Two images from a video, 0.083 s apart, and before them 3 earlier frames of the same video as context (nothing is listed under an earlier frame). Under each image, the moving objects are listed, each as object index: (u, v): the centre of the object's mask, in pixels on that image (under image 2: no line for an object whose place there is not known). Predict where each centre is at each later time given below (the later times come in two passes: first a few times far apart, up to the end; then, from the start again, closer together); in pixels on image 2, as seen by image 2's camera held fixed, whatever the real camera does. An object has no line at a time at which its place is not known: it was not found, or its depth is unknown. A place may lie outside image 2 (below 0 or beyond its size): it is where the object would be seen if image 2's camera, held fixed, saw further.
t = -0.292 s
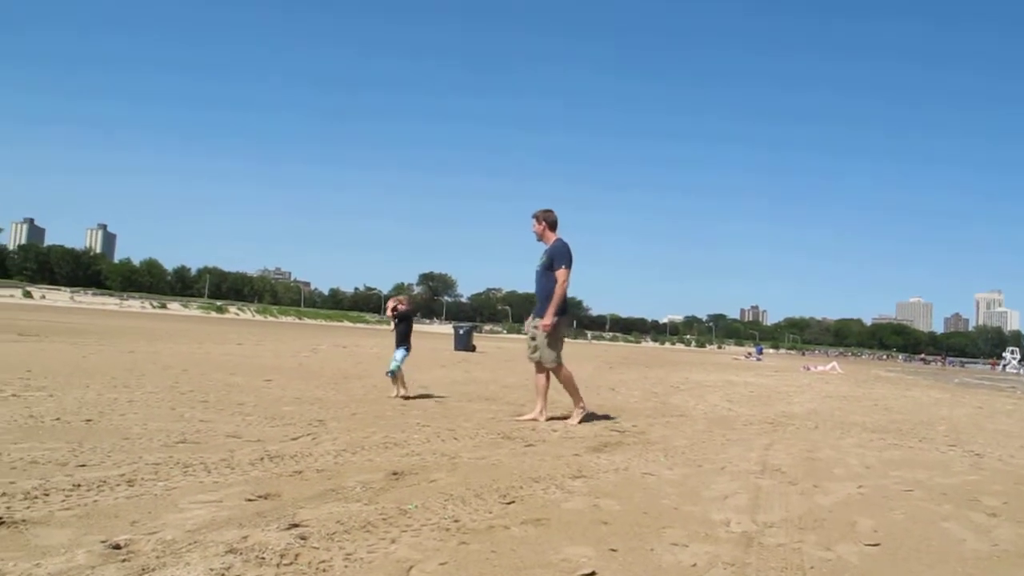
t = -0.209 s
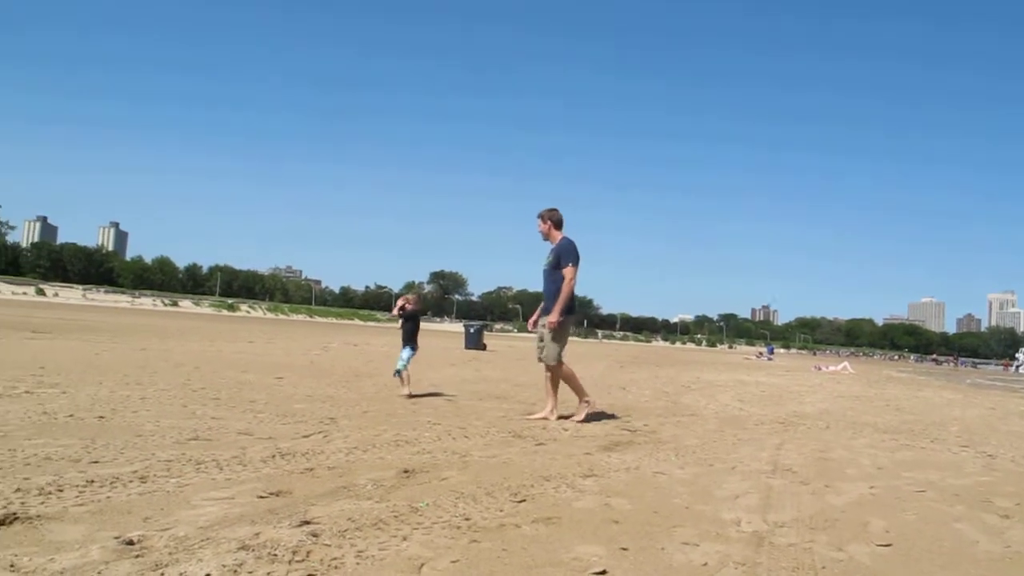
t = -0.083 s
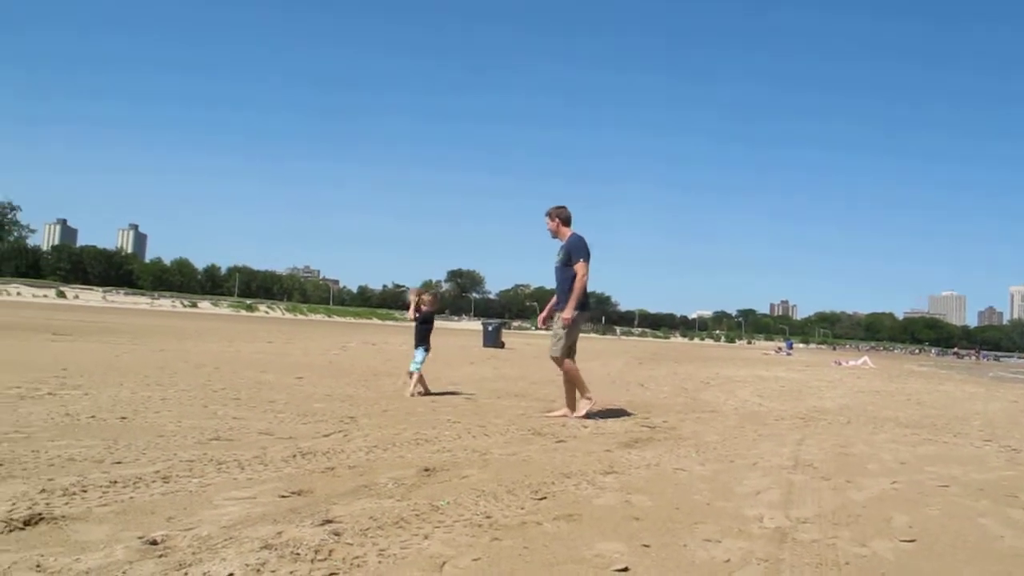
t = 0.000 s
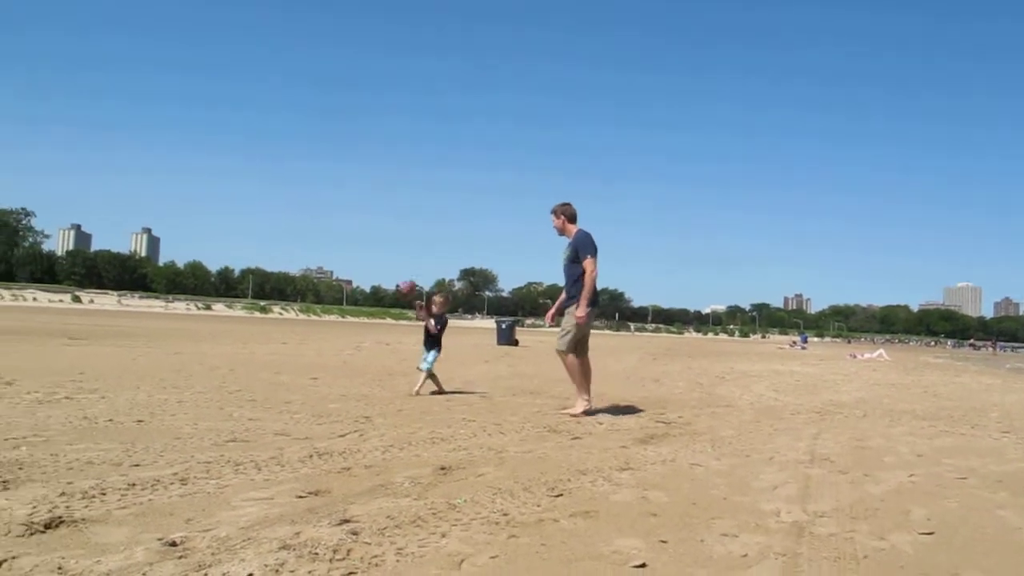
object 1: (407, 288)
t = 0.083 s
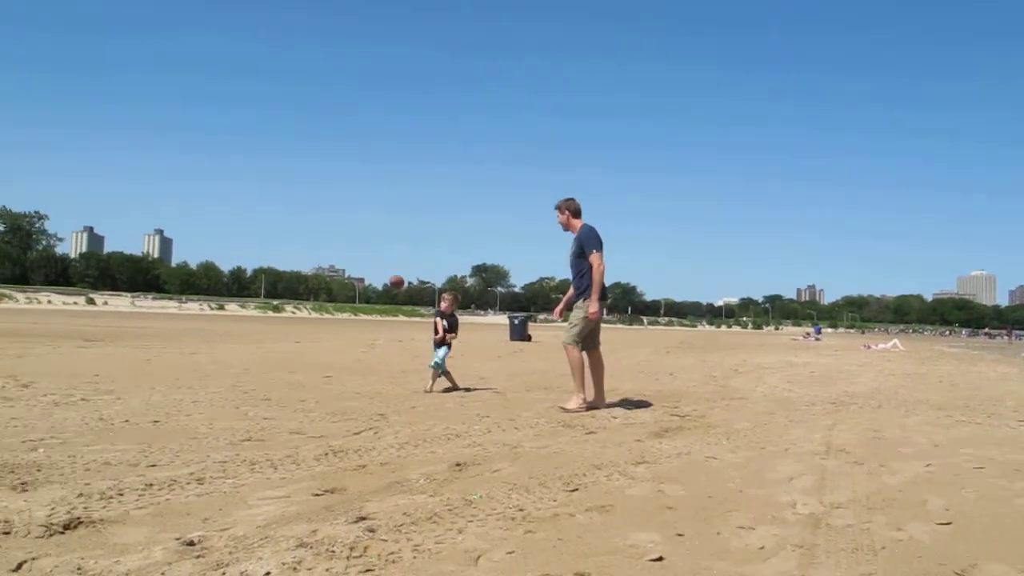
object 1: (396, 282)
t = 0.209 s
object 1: (358, 292)
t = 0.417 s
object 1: (268, 362)
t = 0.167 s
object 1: (371, 286)
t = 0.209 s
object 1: (358, 292)
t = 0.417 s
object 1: (268, 362)
